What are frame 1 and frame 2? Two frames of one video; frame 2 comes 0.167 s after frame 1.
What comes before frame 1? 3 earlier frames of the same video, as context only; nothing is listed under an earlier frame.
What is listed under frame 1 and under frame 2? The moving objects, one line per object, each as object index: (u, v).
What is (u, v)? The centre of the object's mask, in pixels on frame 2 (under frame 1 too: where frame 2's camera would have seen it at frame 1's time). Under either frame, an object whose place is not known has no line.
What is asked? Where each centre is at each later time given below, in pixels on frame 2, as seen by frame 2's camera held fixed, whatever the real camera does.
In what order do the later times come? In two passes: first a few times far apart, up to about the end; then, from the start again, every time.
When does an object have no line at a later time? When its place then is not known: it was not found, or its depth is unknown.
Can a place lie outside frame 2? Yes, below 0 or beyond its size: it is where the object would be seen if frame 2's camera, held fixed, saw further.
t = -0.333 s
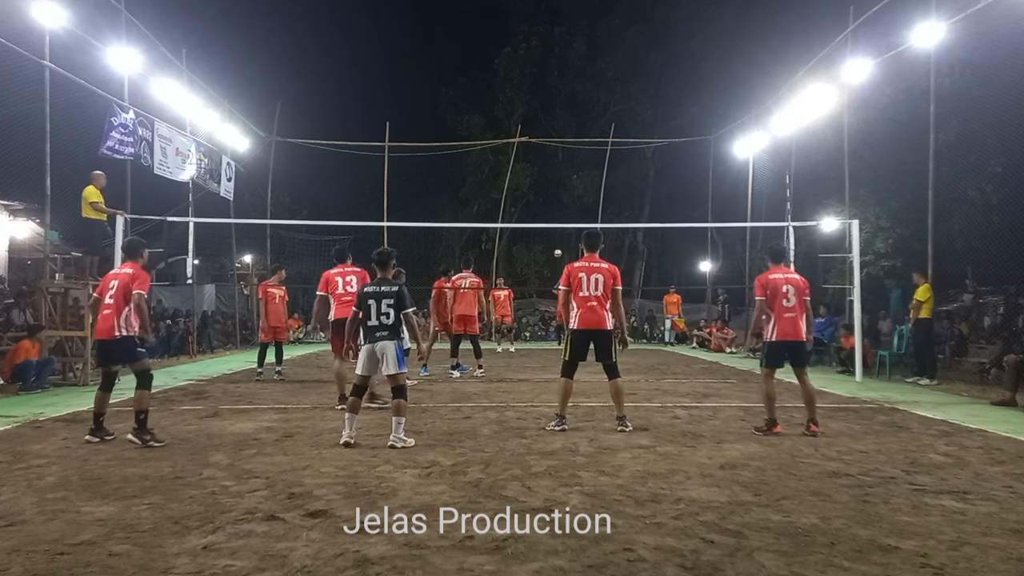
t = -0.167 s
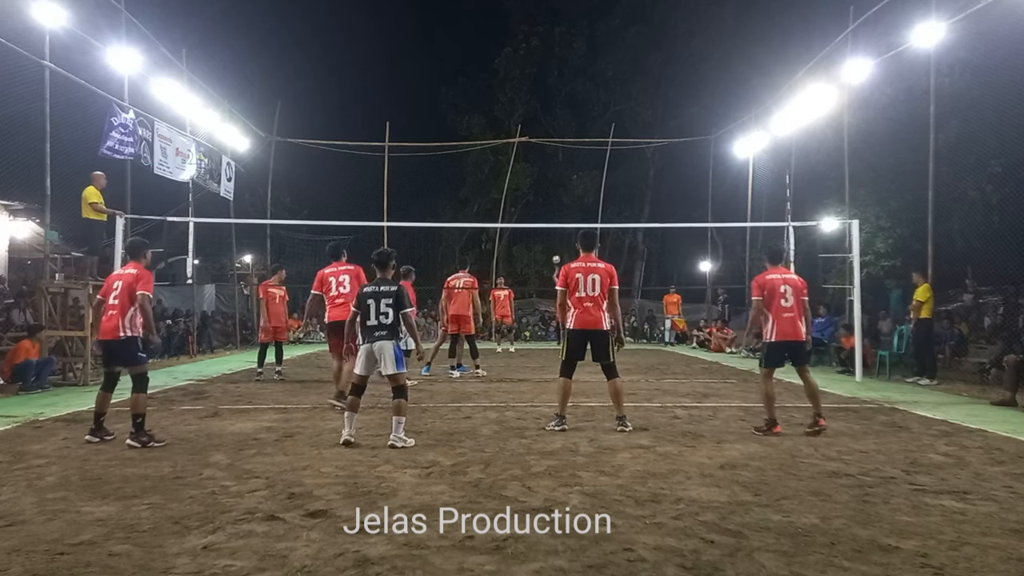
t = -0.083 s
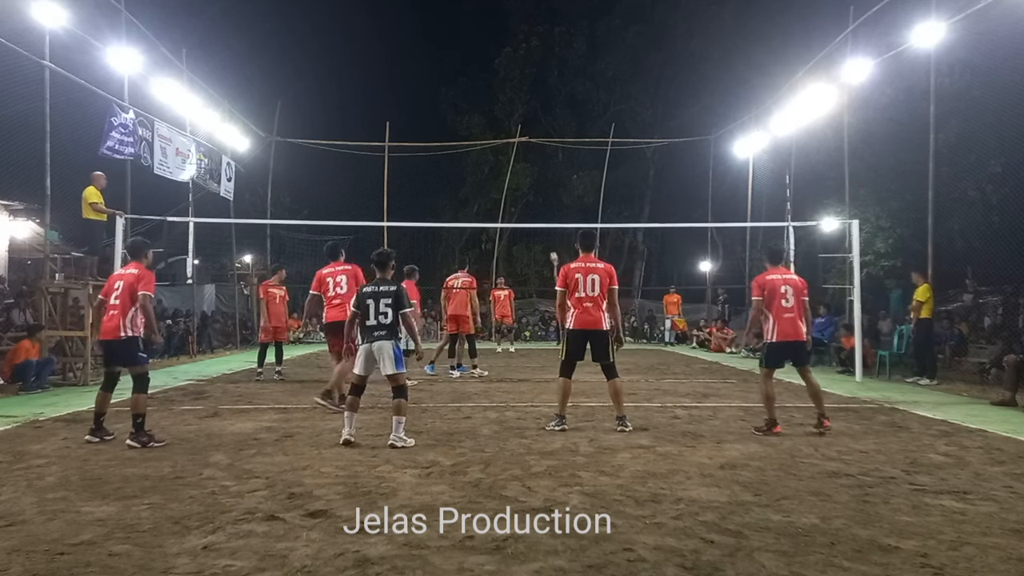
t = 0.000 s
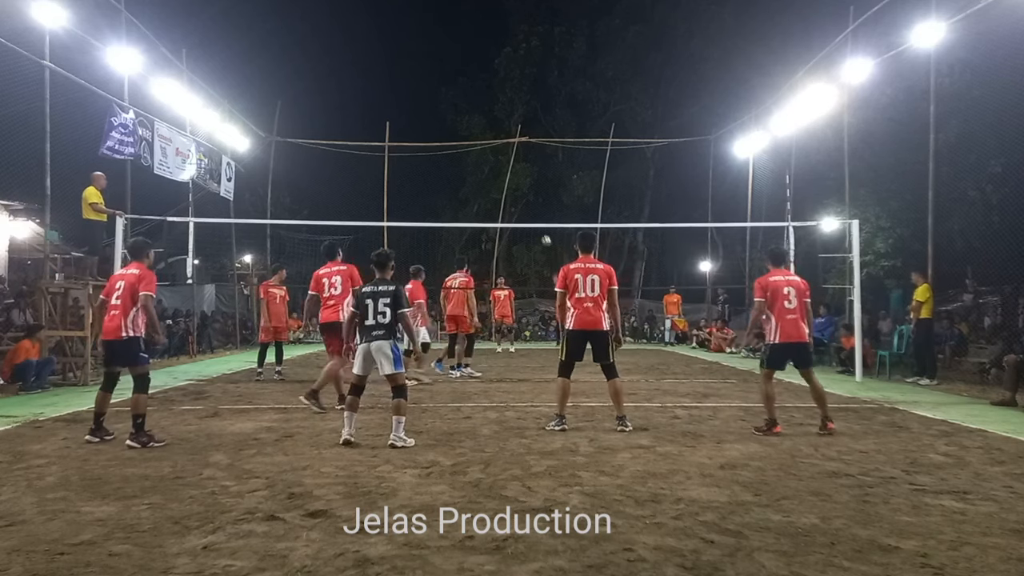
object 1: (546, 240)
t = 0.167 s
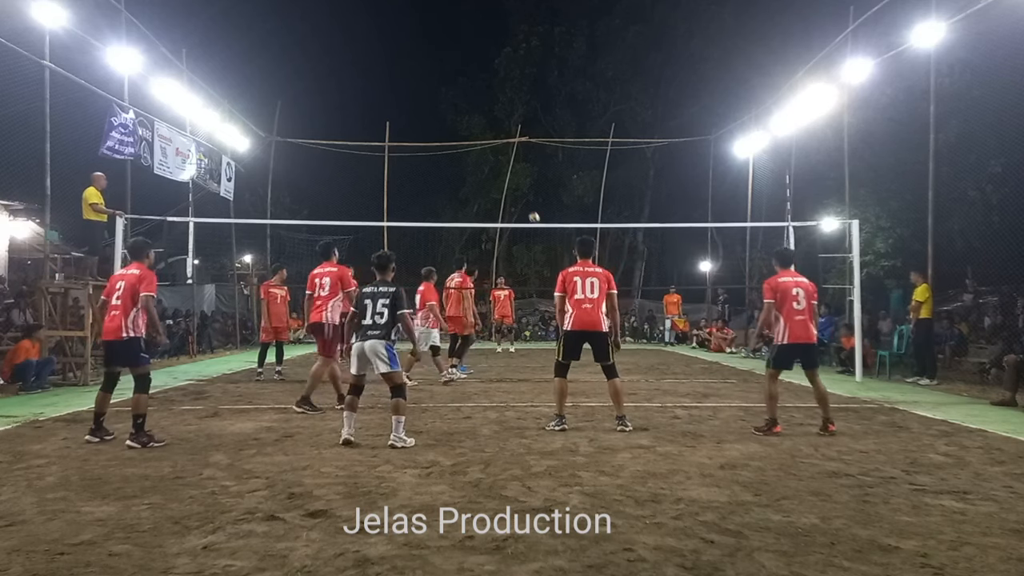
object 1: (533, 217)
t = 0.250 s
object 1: (529, 211)
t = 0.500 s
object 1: (501, 203)
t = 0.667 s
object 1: (477, 220)
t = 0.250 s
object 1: (529, 211)
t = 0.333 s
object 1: (520, 203)
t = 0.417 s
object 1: (513, 201)
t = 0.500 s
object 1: (501, 203)
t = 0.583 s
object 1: (491, 208)
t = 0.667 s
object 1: (477, 220)
